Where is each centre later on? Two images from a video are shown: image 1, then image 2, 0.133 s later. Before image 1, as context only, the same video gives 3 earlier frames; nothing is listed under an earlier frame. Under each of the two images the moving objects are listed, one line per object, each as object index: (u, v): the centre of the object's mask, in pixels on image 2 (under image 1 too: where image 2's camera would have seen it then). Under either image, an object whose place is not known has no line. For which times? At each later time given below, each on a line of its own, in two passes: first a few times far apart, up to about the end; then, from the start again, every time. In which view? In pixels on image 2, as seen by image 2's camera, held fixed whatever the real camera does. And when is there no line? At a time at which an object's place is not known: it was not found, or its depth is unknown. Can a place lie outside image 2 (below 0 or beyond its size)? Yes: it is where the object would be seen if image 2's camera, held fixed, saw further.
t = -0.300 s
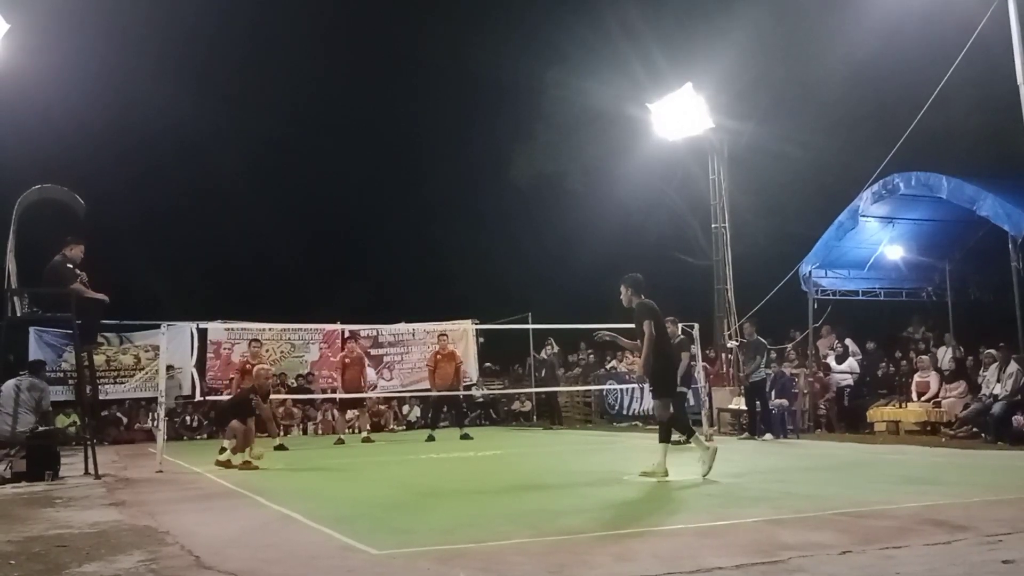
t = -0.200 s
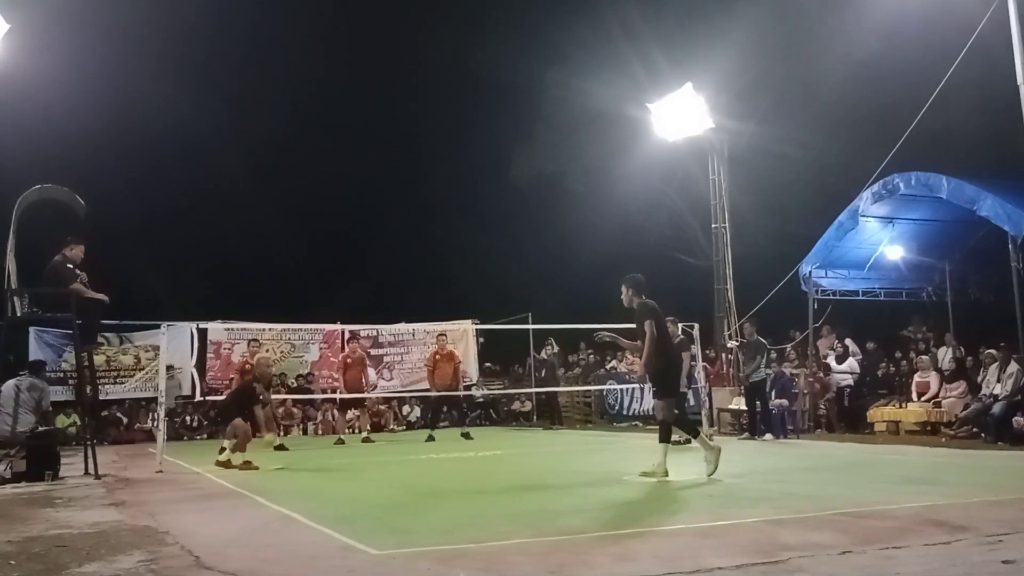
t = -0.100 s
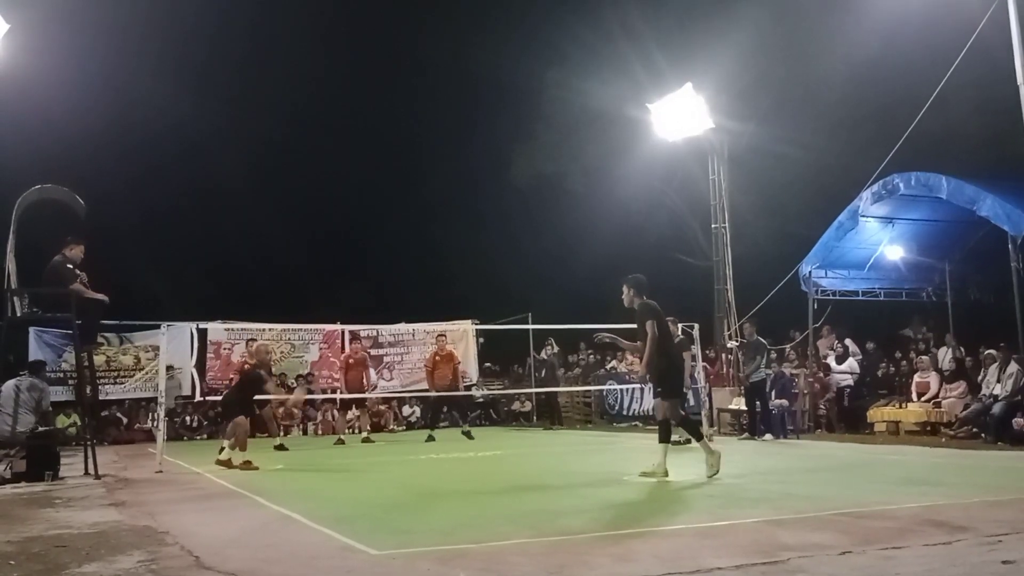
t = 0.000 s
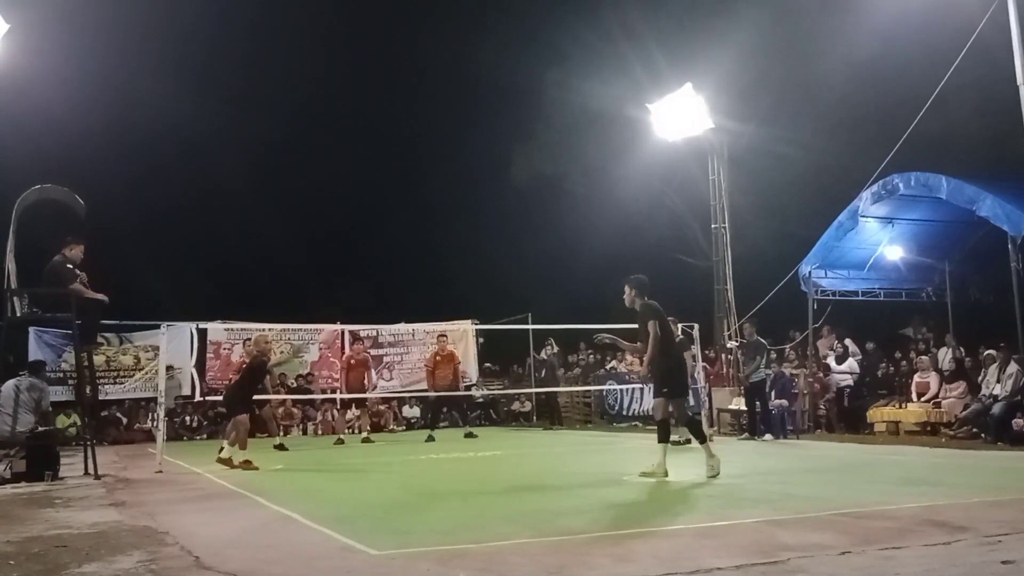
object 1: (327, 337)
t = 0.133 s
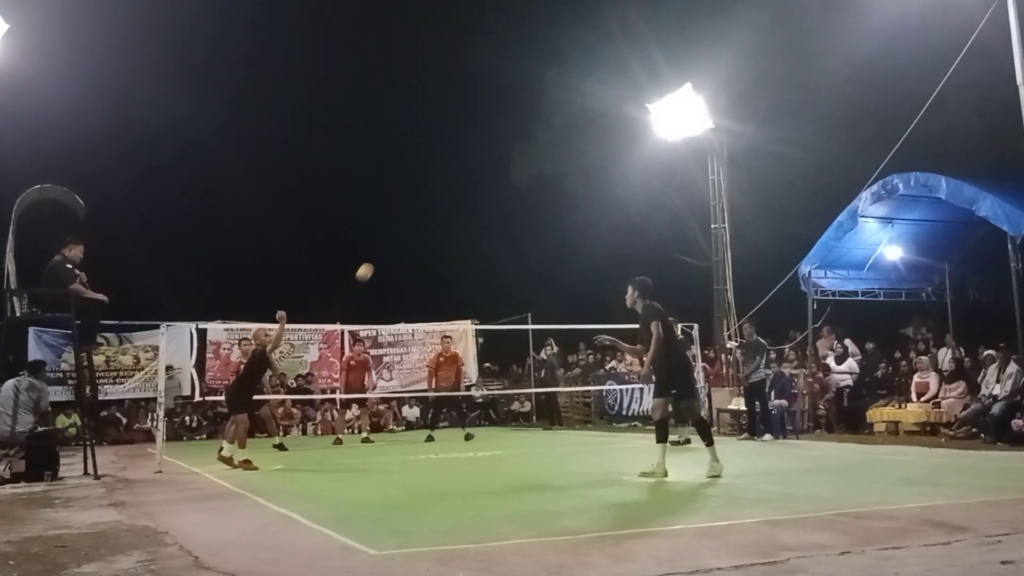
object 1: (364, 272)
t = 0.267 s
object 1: (404, 224)
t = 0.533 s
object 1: (486, 180)
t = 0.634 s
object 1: (519, 182)
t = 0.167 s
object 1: (374, 259)
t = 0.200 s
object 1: (384, 246)
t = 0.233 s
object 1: (394, 235)
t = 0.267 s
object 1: (404, 224)
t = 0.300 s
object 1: (414, 215)
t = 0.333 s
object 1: (423, 206)
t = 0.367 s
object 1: (433, 199)
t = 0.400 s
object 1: (444, 193)
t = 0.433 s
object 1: (455, 188)
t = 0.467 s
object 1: (465, 184)
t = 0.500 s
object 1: (475, 181)
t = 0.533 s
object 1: (486, 180)
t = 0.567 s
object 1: (497, 179)
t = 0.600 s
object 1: (508, 180)
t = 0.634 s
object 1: (519, 182)
